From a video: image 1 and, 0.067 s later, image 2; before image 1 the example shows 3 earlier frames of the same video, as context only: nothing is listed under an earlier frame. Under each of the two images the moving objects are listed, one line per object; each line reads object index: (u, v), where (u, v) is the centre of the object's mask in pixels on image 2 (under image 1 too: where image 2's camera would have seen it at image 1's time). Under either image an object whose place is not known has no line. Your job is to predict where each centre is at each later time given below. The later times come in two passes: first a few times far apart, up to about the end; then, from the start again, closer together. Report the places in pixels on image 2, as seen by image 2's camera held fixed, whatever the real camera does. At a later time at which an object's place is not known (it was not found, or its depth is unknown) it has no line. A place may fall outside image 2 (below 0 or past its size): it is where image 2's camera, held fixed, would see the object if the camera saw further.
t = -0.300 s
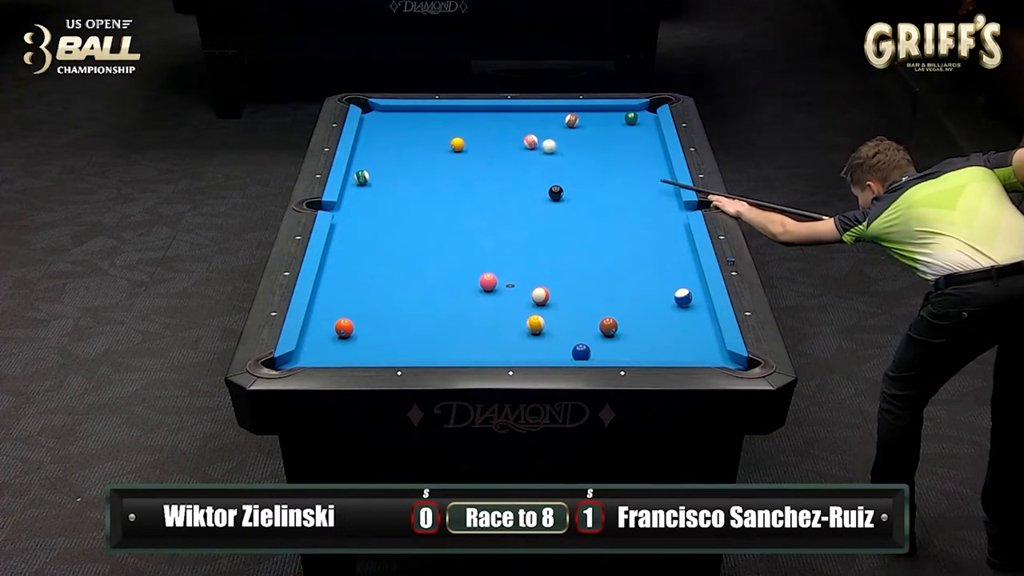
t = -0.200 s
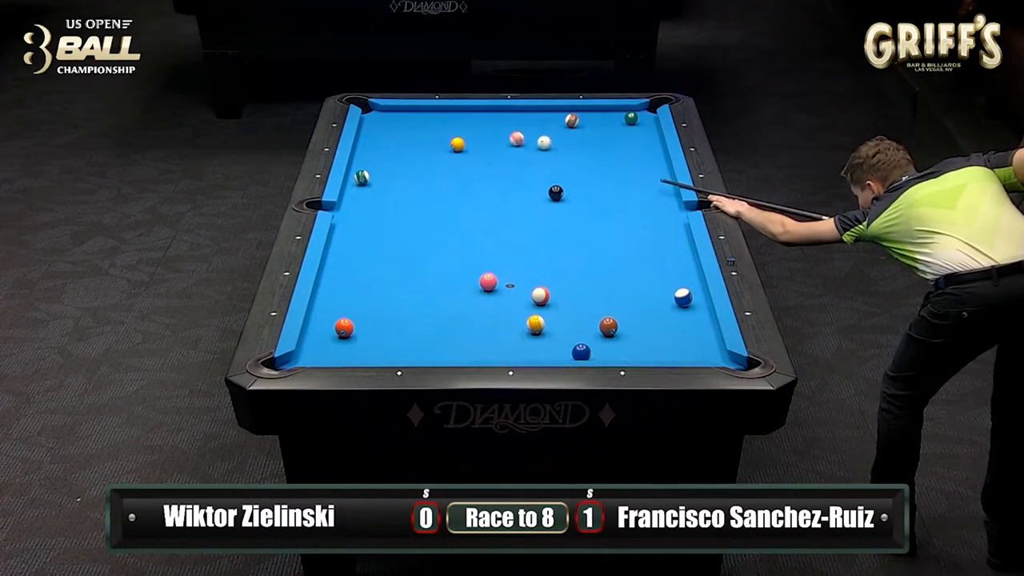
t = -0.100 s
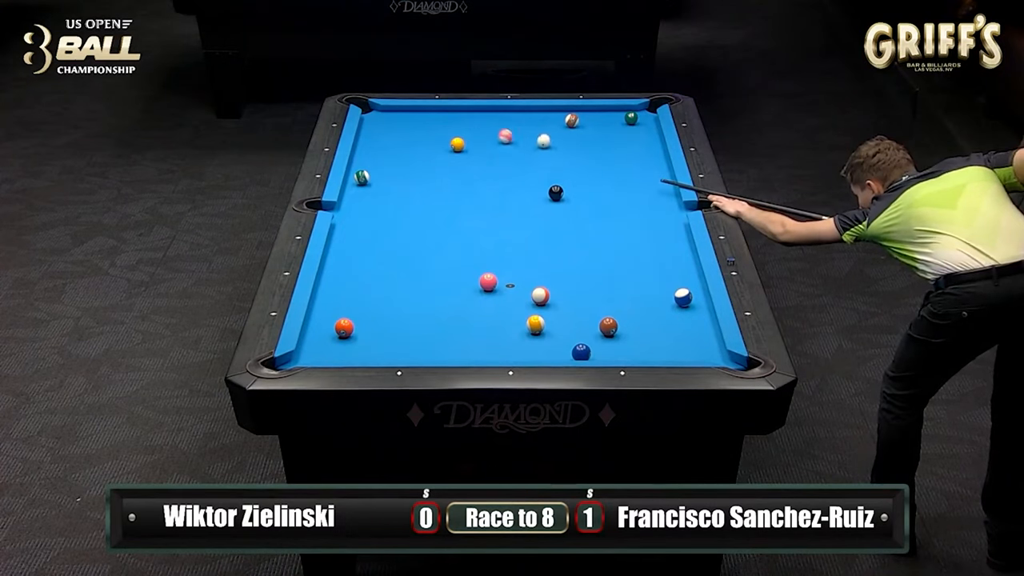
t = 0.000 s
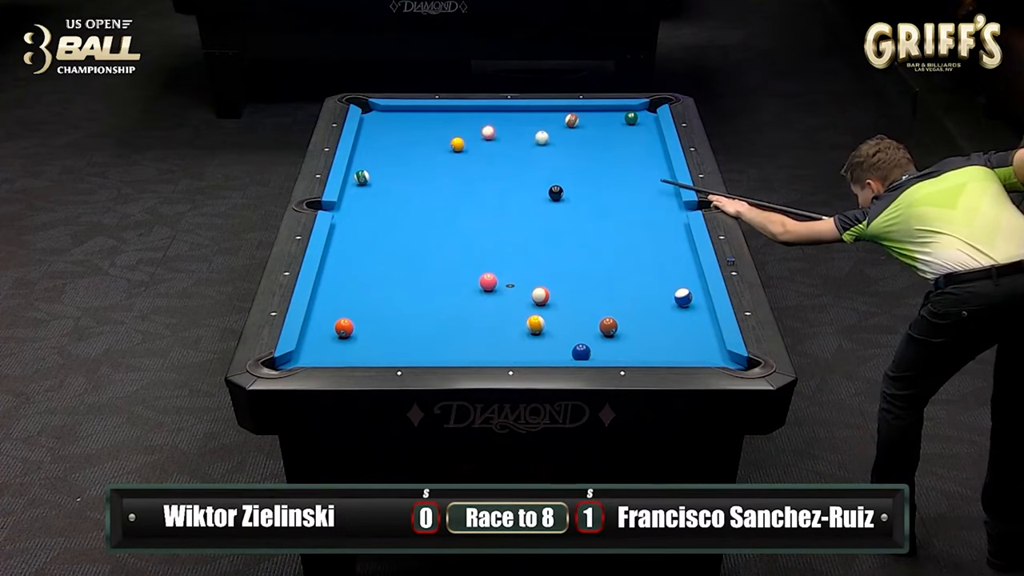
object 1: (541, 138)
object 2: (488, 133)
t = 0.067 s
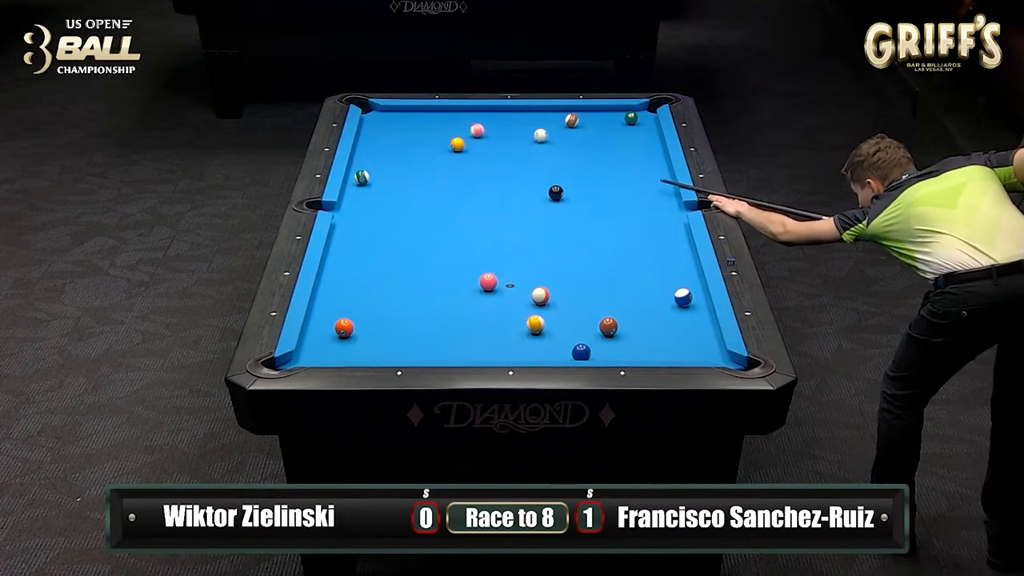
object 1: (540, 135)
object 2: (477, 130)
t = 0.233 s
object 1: (537, 131)
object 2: (454, 126)
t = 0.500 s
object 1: (534, 125)
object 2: (420, 118)
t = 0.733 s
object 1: (530, 120)
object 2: (394, 113)
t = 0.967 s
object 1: (527, 115)
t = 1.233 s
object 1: (524, 110)
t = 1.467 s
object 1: (522, 109)
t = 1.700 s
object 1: (521, 111)
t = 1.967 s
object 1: (519, 113)
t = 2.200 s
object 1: (518, 115)
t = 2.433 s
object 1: (518, 116)
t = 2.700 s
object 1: (518, 117)
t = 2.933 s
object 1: (518, 117)
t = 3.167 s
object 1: (518, 118)
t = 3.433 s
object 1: (518, 118)
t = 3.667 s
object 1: (518, 118)
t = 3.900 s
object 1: (518, 118)
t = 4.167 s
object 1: (518, 118)
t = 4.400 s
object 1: (518, 118)
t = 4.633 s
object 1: (518, 118)
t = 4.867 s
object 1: (518, 118)
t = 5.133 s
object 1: (518, 118)
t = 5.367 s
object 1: (518, 118)
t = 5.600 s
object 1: (518, 118)
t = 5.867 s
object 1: (518, 118)
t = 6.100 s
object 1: (518, 118)
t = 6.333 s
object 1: (518, 118)
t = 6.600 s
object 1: (518, 118)
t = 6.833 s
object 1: (518, 118)
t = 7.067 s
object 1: (518, 118)
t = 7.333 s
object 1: (518, 118)
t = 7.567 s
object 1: (518, 118)
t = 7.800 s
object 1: (518, 118)
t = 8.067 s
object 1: (518, 118)
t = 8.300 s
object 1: (518, 118)
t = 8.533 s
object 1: (518, 118)
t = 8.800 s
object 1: (518, 118)
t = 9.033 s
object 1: (518, 118)
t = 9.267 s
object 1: (518, 118)
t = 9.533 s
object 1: (518, 118)
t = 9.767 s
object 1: (518, 118)
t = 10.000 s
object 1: (518, 118)
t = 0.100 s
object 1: (540, 135)
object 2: (472, 129)
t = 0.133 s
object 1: (539, 134)
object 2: (468, 128)
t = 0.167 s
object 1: (539, 133)
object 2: (464, 128)
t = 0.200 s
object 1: (538, 132)
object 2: (459, 127)
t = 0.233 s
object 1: (537, 131)
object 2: (454, 126)
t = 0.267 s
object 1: (537, 131)
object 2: (452, 125)
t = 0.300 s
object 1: (537, 130)
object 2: (448, 124)
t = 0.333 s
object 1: (536, 129)
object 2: (444, 123)
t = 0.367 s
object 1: (536, 128)
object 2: (440, 122)
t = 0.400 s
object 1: (535, 127)
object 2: (435, 122)
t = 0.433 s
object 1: (535, 126)
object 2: (429, 120)
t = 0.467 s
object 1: (534, 125)
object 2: (425, 119)
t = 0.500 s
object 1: (534, 125)
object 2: (420, 118)
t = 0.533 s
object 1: (533, 124)
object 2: (416, 118)
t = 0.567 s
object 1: (533, 123)
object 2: (412, 117)
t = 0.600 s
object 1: (532, 122)
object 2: (408, 116)
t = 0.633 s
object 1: (532, 122)
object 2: (404, 115)
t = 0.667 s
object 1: (531, 121)
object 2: (402, 114)
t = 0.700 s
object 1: (531, 121)
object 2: (400, 114)
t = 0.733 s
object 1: (530, 120)
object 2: (394, 113)
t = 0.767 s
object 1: (530, 119)
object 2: (392, 112)
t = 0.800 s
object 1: (529, 118)
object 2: (386, 111)
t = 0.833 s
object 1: (529, 117)
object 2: (380, 110)
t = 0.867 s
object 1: (528, 117)
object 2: (377, 109)
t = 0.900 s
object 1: (528, 116)
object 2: (373, 108)
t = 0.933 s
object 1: (528, 116)
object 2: (369, 108)
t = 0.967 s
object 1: (527, 115)
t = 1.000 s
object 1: (527, 114)
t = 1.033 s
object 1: (526, 114)
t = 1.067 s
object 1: (526, 113)
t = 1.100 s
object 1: (526, 113)
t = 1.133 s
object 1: (525, 112)
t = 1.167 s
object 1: (525, 111)
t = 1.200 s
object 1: (524, 111)
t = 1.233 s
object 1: (524, 110)
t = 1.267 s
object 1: (523, 109)
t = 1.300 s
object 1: (523, 109)
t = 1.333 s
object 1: (523, 108)
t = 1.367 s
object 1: (523, 109)
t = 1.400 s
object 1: (522, 109)
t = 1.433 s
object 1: (522, 109)
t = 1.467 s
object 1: (522, 109)
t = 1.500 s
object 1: (522, 109)
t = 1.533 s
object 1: (522, 110)
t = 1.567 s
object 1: (521, 110)
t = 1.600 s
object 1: (521, 110)
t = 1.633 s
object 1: (521, 111)
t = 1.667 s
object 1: (521, 111)
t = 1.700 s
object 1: (521, 111)
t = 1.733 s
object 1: (520, 112)
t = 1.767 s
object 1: (520, 112)
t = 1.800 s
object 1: (520, 112)
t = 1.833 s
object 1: (520, 112)
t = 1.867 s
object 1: (519, 112)
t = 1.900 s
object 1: (519, 113)
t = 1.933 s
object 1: (519, 113)
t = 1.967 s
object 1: (519, 113)
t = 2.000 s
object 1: (519, 113)
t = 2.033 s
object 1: (519, 114)
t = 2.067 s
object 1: (519, 114)
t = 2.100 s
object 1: (518, 114)
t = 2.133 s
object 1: (518, 114)
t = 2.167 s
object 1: (518, 115)
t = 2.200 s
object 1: (518, 115)
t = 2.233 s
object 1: (518, 115)
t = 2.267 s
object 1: (518, 115)
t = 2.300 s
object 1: (518, 115)
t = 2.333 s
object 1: (518, 115)
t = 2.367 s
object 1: (518, 116)
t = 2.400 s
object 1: (518, 116)
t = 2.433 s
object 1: (518, 116)
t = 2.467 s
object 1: (518, 116)
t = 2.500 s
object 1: (518, 116)
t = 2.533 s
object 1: (518, 116)
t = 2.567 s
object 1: (518, 116)
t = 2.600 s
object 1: (518, 117)
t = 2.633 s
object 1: (518, 117)
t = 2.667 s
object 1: (518, 117)
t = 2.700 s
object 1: (518, 117)
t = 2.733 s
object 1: (518, 117)
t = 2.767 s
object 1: (518, 117)
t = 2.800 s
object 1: (518, 117)
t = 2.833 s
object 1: (518, 117)
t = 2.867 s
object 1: (518, 117)
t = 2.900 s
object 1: (518, 117)
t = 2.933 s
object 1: (518, 117)
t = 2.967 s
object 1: (518, 117)
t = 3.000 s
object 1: (518, 118)
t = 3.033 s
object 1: (518, 118)
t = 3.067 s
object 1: (518, 118)
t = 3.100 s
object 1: (518, 118)
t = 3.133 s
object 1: (518, 118)
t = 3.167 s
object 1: (518, 118)
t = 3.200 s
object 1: (518, 118)
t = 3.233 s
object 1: (518, 118)
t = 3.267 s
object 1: (518, 118)
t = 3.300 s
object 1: (518, 118)
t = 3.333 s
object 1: (518, 118)
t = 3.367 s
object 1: (518, 118)
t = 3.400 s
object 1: (518, 118)
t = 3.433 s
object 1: (518, 118)
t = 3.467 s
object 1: (518, 118)
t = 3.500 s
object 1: (518, 118)
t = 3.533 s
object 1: (518, 118)
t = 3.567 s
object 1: (518, 118)
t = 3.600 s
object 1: (518, 118)
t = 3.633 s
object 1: (518, 118)
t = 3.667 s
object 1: (518, 118)
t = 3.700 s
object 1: (518, 118)
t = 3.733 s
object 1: (518, 118)
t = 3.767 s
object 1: (518, 118)
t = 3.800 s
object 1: (518, 118)
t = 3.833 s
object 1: (518, 118)
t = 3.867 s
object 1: (518, 118)
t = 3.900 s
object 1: (518, 118)
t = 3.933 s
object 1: (518, 118)
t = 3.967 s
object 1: (518, 118)
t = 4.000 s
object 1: (518, 118)
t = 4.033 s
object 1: (518, 118)
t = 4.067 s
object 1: (518, 118)
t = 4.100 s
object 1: (518, 118)
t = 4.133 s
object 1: (518, 118)
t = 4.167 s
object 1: (518, 118)
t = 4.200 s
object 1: (518, 118)
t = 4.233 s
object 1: (518, 118)
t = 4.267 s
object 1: (518, 118)
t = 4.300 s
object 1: (518, 118)
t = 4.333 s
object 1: (518, 118)
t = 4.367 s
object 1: (518, 118)
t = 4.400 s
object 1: (518, 118)
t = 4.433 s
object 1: (518, 118)
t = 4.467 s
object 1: (518, 118)
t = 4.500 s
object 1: (518, 118)
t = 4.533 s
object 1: (518, 118)
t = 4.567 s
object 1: (518, 118)
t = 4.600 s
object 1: (518, 118)
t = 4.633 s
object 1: (518, 118)
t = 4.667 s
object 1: (518, 118)
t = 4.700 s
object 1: (518, 118)
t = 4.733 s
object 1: (518, 118)
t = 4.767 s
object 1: (518, 118)
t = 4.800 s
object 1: (518, 118)
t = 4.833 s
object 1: (518, 118)
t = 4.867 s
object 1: (518, 118)
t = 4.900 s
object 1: (518, 118)
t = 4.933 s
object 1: (518, 118)
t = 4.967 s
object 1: (518, 118)
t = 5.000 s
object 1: (518, 118)
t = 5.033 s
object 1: (518, 118)
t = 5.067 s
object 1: (518, 118)
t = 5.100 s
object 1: (518, 118)
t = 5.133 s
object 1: (518, 118)
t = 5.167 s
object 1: (518, 118)
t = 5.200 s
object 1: (518, 118)
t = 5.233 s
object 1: (518, 118)
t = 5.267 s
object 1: (518, 118)
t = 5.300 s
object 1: (518, 118)
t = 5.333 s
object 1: (518, 118)
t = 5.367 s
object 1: (518, 118)
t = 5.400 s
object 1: (518, 118)
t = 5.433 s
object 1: (518, 118)
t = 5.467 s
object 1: (518, 118)
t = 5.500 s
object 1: (518, 118)
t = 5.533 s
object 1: (518, 118)
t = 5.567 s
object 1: (518, 118)
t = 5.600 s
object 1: (518, 118)
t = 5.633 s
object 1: (518, 118)
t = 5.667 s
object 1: (518, 118)
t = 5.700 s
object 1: (518, 118)
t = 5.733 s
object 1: (518, 118)
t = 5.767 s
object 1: (518, 118)
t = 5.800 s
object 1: (518, 118)
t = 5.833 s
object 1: (518, 118)
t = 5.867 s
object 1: (518, 118)
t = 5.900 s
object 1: (518, 118)
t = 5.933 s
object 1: (518, 118)
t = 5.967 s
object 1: (518, 118)
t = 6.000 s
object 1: (518, 118)
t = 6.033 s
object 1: (518, 118)
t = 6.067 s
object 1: (518, 118)
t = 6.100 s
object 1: (518, 118)
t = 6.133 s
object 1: (518, 118)
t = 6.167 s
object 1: (518, 118)
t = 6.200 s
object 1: (518, 118)
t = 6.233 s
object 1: (518, 118)
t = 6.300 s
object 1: (518, 118)
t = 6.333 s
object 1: (518, 118)
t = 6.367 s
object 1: (518, 118)
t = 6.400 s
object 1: (518, 118)
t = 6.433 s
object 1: (518, 118)
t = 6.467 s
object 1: (518, 118)
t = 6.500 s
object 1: (518, 118)
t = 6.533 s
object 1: (518, 118)
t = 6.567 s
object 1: (518, 118)
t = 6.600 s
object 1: (518, 118)
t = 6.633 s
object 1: (518, 118)
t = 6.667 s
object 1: (518, 118)
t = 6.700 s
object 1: (518, 118)
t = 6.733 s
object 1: (518, 118)
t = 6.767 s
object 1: (518, 118)
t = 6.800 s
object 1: (518, 118)
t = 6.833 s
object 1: (518, 118)
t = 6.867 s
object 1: (518, 118)
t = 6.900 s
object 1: (518, 118)
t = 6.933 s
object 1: (518, 118)
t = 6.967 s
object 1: (518, 118)
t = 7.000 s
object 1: (518, 118)
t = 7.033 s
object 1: (518, 118)
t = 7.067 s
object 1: (518, 118)
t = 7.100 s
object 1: (518, 118)
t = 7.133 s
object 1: (518, 118)
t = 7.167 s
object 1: (518, 118)
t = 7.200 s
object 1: (518, 118)
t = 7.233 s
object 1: (518, 118)
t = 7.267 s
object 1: (518, 118)
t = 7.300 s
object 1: (518, 118)
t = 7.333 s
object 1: (518, 118)
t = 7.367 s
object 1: (518, 118)
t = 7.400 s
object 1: (518, 118)
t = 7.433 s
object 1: (518, 118)
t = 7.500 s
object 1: (518, 118)
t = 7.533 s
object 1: (518, 118)
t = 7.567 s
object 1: (518, 118)
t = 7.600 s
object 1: (518, 118)
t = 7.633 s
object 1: (518, 118)
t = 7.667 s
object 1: (518, 118)
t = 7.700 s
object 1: (518, 118)
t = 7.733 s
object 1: (518, 118)
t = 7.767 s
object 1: (518, 118)
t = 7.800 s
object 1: (518, 118)
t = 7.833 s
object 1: (518, 118)
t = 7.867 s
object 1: (518, 118)
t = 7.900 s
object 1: (518, 118)
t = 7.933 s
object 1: (518, 118)
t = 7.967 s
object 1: (518, 118)
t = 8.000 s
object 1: (518, 118)
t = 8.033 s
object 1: (518, 118)
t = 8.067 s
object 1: (518, 118)
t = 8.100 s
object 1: (518, 118)
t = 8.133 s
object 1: (518, 118)
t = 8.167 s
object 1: (518, 118)
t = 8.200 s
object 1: (518, 118)
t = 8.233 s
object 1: (518, 118)
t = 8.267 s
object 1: (518, 118)
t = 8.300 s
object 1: (518, 118)
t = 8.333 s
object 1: (518, 118)
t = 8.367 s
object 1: (518, 118)
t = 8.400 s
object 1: (518, 118)
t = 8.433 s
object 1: (518, 118)
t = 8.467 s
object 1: (518, 118)
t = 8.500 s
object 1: (518, 118)
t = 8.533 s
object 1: (518, 118)
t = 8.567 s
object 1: (518, 118)
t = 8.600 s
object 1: (518, 118)
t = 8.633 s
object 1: (518, 118)
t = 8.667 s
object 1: (518, 118)
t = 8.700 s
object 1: (518, 118)
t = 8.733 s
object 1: (518, 118)
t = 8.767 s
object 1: (518, 118)
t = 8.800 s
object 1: (518, 118)
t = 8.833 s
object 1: (518, 118)
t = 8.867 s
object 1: (518, 118)
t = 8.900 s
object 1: (518, 118)
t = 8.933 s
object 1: (518, 118)
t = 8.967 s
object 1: (518, 118)
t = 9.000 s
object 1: (518, 118)
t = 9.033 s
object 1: (518, 118)
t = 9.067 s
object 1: (518, 118)
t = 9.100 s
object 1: (518, 118)
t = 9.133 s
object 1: (518, 118)
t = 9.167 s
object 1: (518, 118)
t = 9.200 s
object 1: (518, 118)
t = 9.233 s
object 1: (518, 118)
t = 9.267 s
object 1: (518, 118)
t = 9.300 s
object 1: (518, 118)
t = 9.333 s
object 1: (518, 118)
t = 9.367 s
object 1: (518, 118)
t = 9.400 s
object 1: (518, 118)
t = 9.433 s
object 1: (518, 118)
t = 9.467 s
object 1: (518, 118)
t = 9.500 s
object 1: (518, 118)
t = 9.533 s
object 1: (518, 118)
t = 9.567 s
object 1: (518, 118)
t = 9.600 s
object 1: (518, 118)
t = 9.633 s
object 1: (518, 118)
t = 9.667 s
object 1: (518, 118)
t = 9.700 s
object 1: (518, 118)
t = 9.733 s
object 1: (518, 118)
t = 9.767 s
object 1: (518, 118)
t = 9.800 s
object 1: (518, 118)
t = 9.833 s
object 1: (518, 118)
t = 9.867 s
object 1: (518, 118)
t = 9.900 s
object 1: (518, 118)
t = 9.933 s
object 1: (518, 118)
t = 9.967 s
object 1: (518, 118)
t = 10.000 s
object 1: (518, 118)
